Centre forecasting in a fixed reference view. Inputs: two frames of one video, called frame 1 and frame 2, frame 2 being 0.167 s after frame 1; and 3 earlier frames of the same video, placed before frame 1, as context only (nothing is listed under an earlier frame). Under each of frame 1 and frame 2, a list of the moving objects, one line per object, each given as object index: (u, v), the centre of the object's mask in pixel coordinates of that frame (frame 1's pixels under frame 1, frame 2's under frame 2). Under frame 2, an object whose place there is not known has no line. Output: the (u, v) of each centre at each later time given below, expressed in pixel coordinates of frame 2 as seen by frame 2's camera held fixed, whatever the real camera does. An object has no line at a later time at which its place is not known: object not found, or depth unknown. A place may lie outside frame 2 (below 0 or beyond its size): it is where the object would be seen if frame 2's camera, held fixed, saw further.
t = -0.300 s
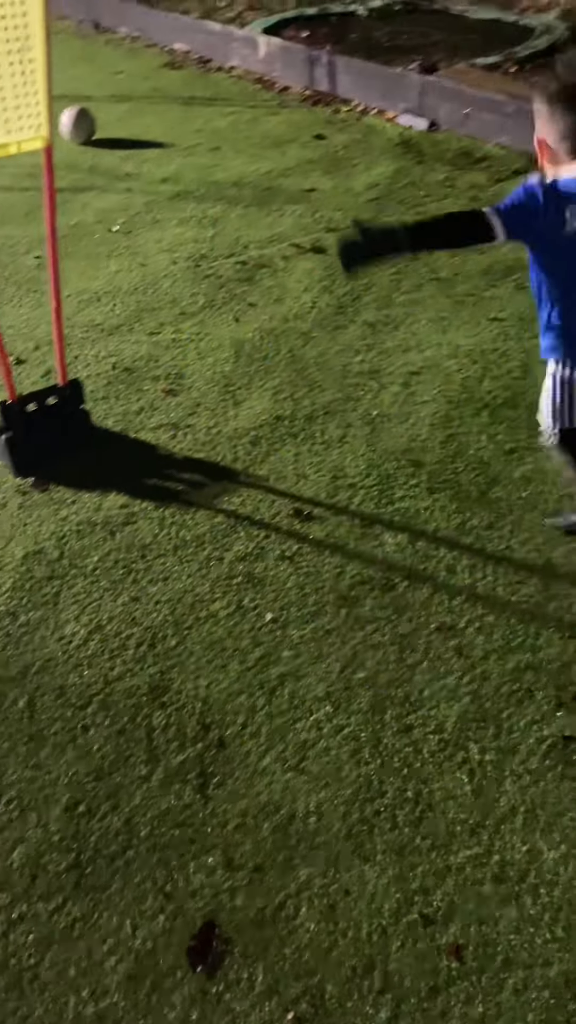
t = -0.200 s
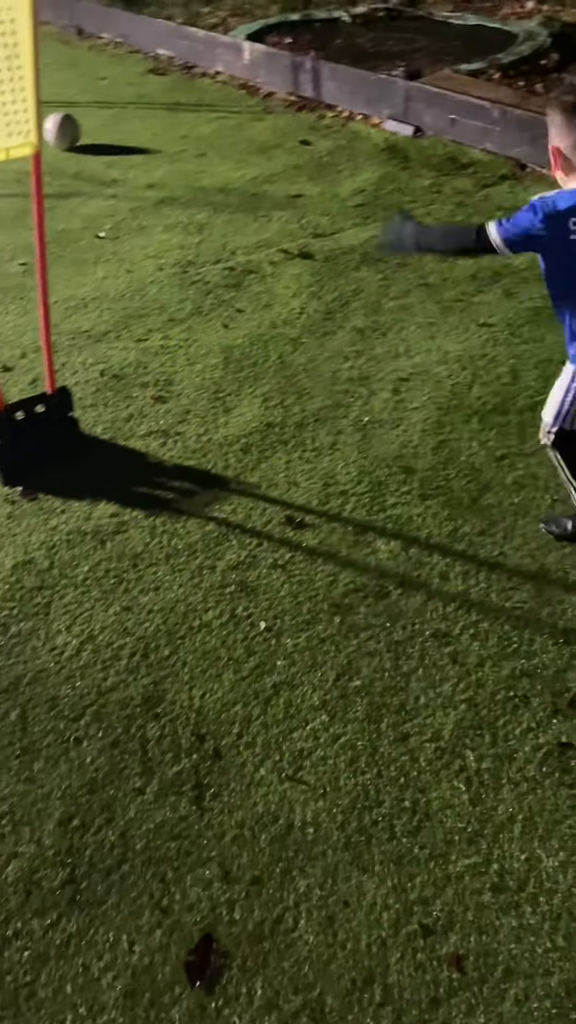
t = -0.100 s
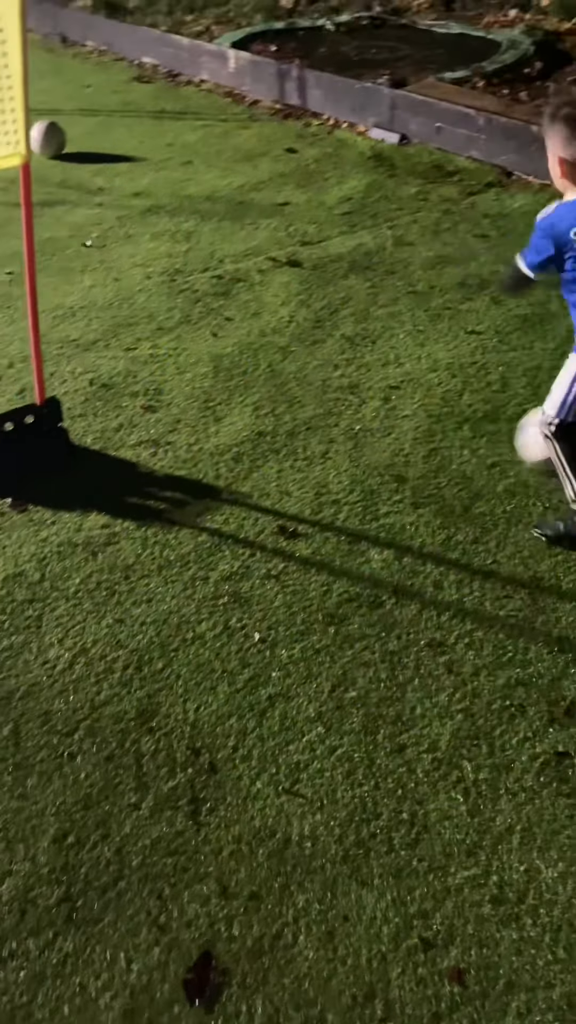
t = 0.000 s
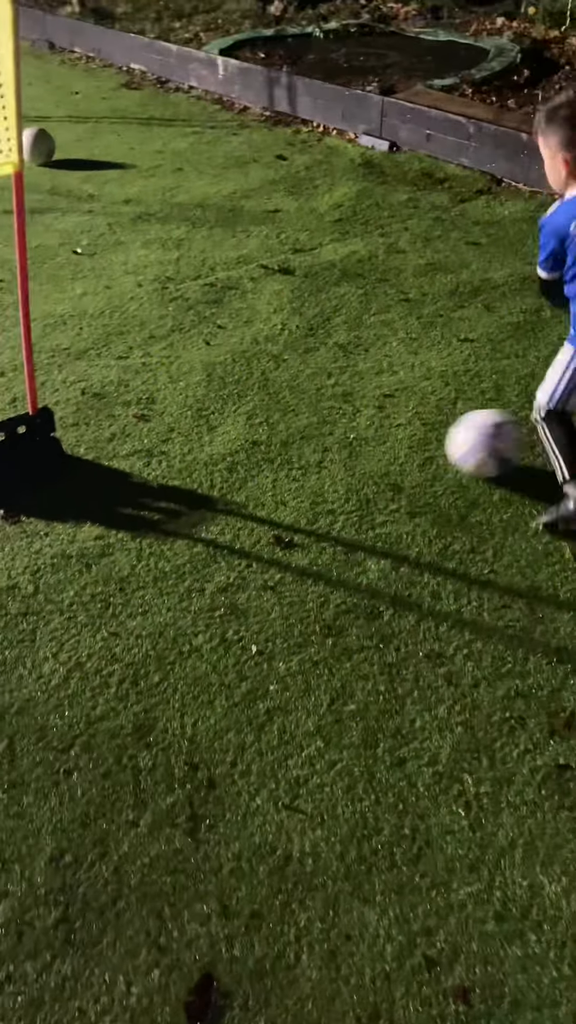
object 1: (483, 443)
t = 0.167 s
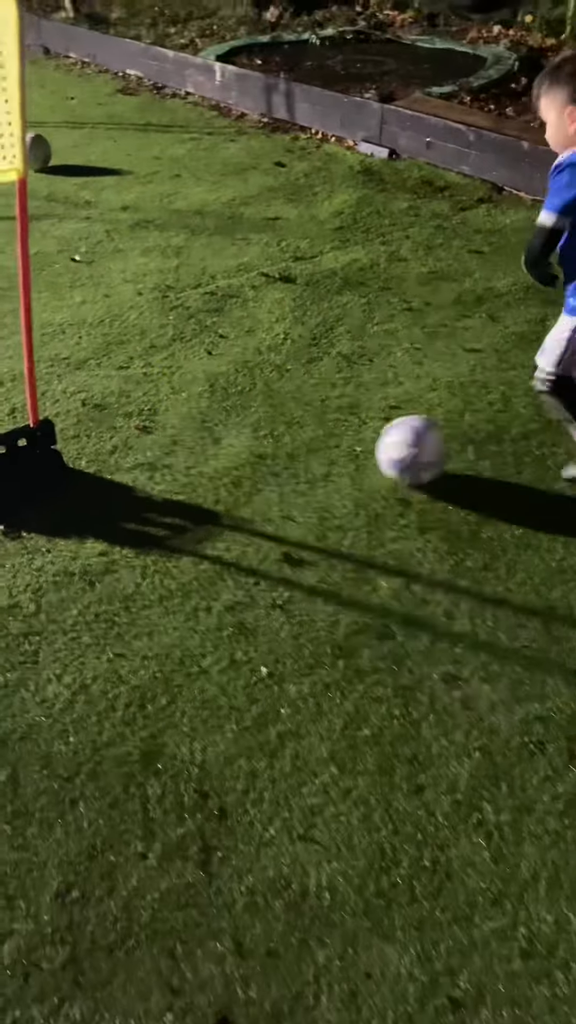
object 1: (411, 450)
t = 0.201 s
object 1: (395, 450)
